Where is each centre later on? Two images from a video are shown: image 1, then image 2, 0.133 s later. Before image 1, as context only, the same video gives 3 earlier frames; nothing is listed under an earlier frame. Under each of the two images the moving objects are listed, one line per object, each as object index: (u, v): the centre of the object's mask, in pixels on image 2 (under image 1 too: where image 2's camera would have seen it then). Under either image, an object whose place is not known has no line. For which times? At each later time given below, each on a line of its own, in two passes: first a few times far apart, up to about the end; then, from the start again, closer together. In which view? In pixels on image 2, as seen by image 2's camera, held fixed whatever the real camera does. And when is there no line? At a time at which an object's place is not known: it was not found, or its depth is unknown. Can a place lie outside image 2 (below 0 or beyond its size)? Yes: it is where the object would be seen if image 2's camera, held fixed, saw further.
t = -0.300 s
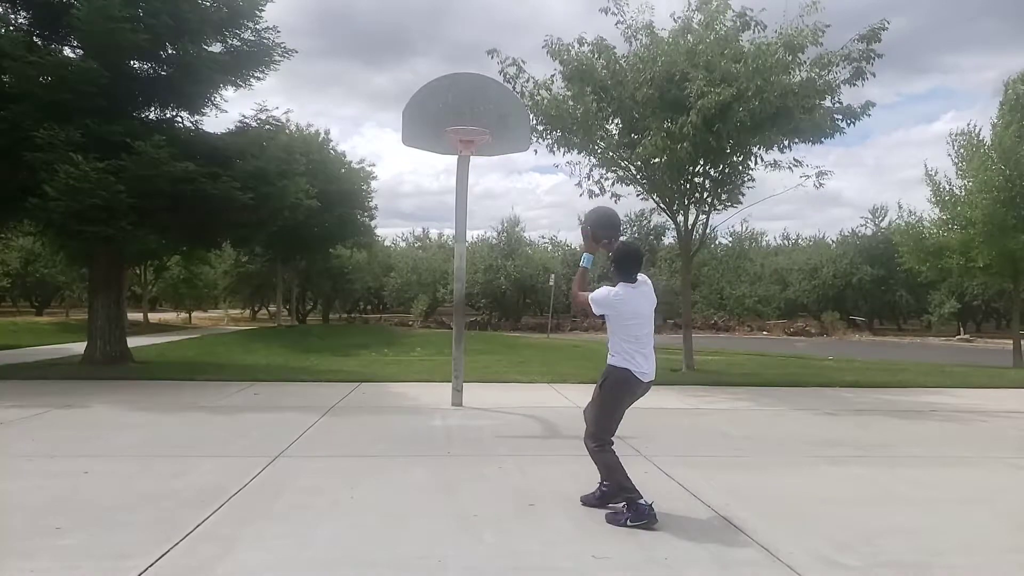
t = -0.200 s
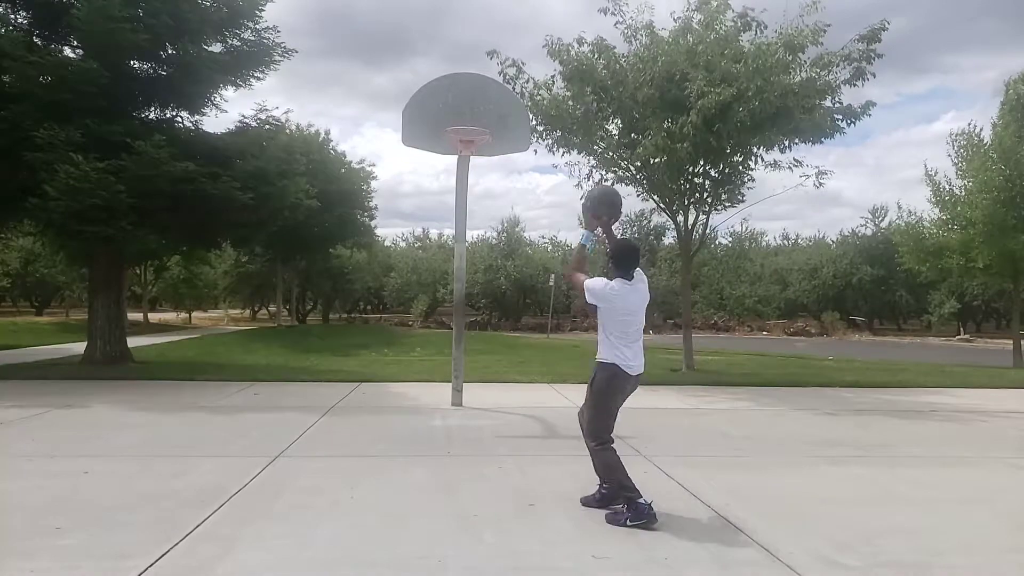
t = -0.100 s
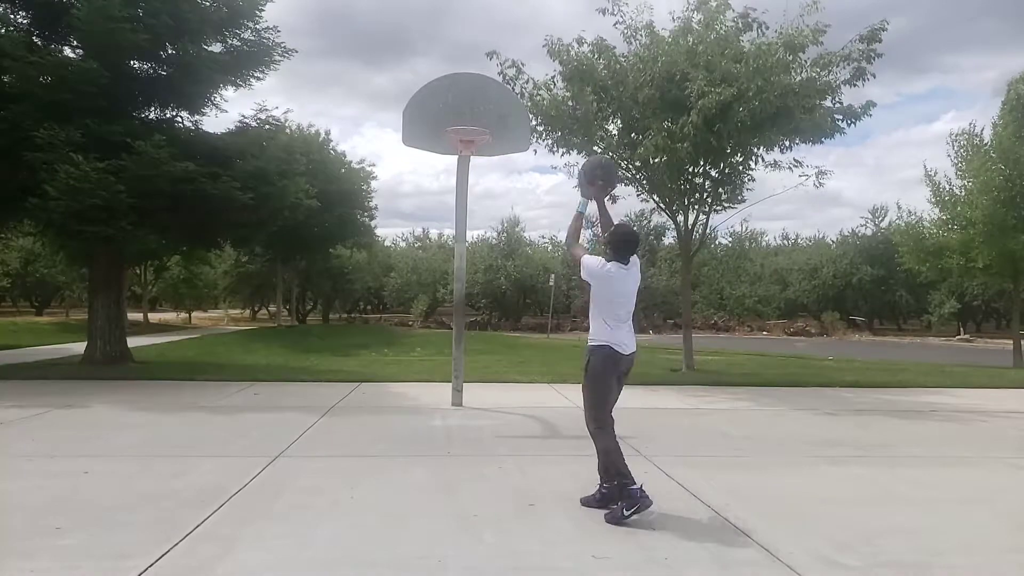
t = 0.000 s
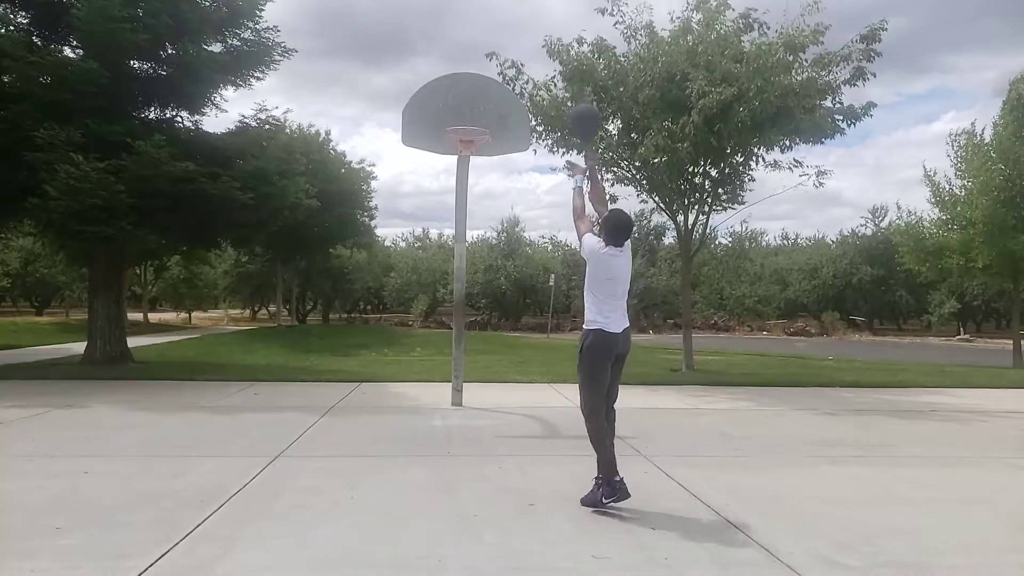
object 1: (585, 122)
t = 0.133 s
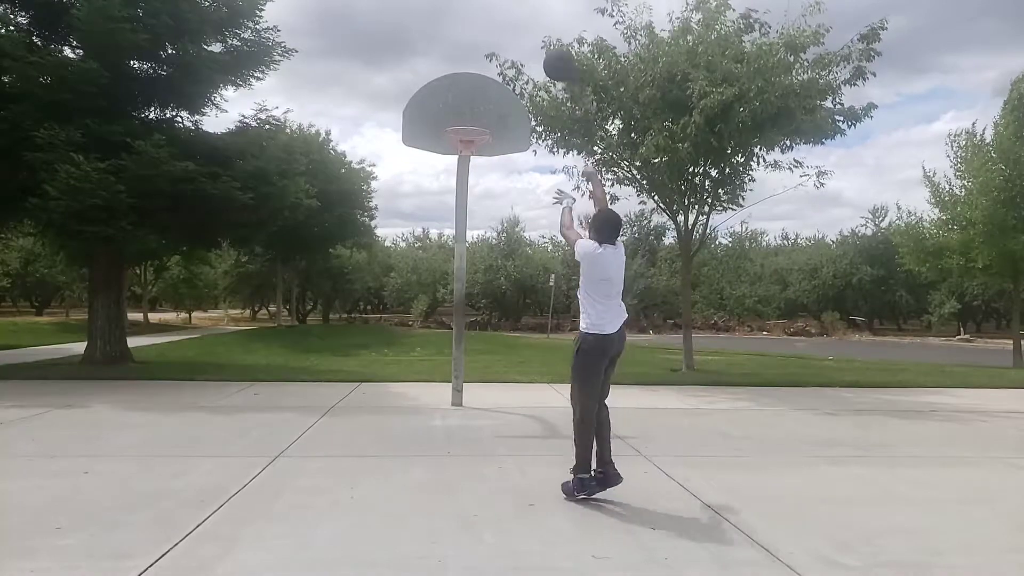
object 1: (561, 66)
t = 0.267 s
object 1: (538, 38)
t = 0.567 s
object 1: (501, 61)
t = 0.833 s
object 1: (473, 118)
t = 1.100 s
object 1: (423, 80)
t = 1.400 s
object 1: (365, 118)
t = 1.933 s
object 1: (260, 409)
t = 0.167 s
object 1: (554, 55)
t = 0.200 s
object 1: (548, 48)
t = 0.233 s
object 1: (544, 43)
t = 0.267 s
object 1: (538, 38)
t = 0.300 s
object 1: (534, 36)
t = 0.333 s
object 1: (529, 35)
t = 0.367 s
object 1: (525, 35)
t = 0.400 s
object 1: (520, 37)
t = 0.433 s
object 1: (516, 39)
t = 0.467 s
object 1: (512, 43)
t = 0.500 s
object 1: (508, 48)
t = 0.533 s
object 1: (505, 54)
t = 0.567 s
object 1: (501, 61)
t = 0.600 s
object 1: (498, 68)
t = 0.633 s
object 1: (494, 76)
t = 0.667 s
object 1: (491, 86)
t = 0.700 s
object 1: (487, 97)
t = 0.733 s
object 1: (485, 108)
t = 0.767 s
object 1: (482, 119)
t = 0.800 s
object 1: (479, 124)
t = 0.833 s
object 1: (473, 118)
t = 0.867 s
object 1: (466, 112)
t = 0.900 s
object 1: (460, 105)
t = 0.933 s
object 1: (454, 97)
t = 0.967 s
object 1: (448, 92)
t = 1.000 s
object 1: (442, 87)
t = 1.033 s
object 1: (436, 83)
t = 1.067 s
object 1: (429, 81)
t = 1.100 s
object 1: (423, 80)
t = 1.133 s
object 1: (417, 80)
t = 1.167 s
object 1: (410, 81)
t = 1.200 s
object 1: (404, 83)
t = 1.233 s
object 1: (397, 86)
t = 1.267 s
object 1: (391, 90)
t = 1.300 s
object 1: (384, 96)
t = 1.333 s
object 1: (378, 102)
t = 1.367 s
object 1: (372, 110)
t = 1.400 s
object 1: (365, 118)
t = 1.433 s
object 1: (359, 128)
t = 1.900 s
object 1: (267, 383)
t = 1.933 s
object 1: (260, 409)
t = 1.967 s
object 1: (254, 417)
